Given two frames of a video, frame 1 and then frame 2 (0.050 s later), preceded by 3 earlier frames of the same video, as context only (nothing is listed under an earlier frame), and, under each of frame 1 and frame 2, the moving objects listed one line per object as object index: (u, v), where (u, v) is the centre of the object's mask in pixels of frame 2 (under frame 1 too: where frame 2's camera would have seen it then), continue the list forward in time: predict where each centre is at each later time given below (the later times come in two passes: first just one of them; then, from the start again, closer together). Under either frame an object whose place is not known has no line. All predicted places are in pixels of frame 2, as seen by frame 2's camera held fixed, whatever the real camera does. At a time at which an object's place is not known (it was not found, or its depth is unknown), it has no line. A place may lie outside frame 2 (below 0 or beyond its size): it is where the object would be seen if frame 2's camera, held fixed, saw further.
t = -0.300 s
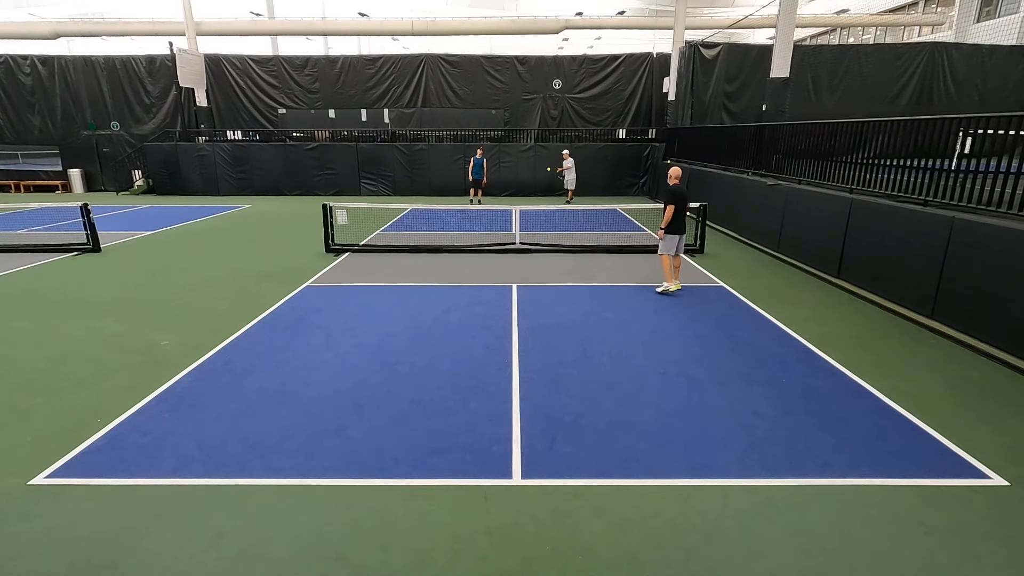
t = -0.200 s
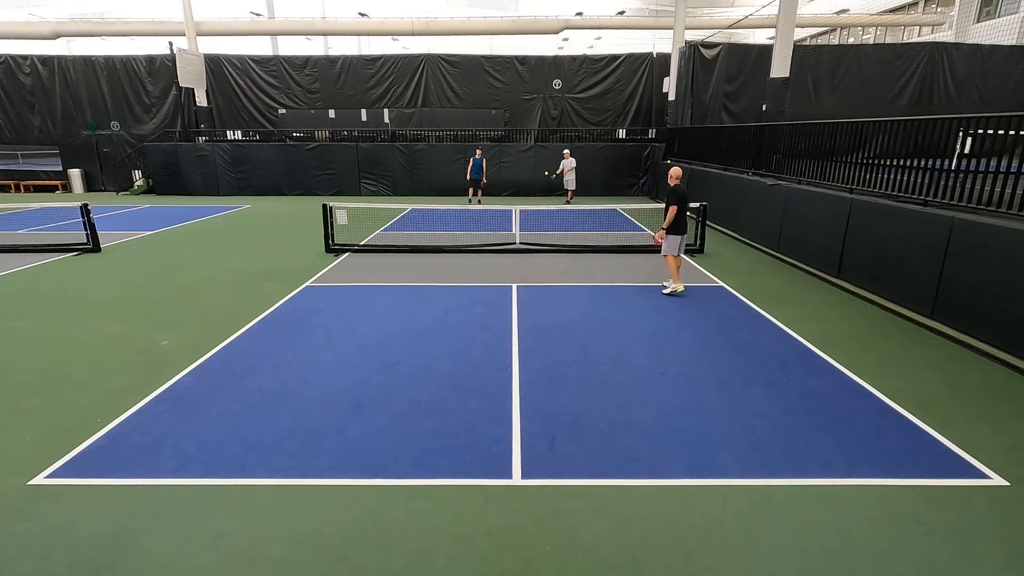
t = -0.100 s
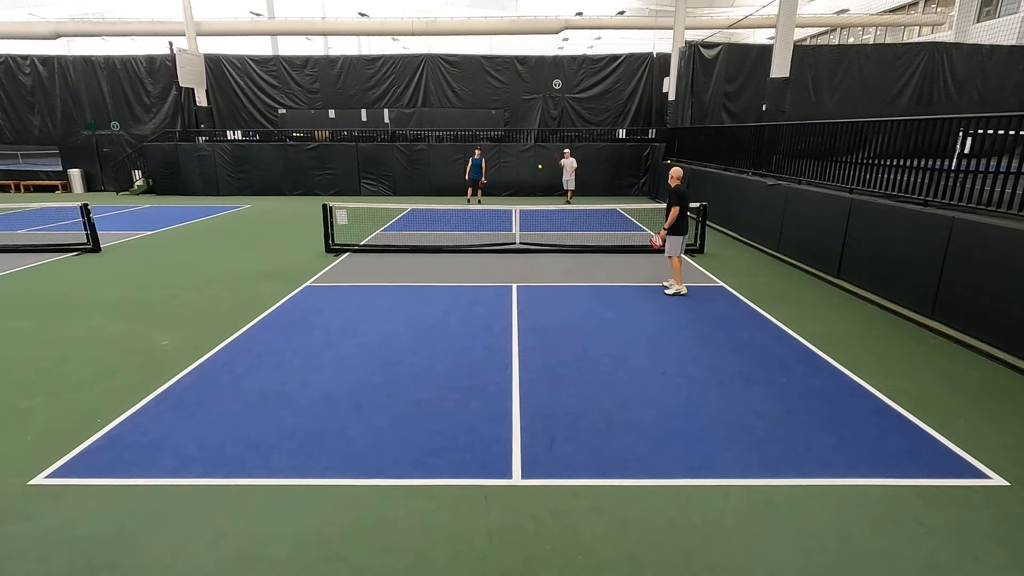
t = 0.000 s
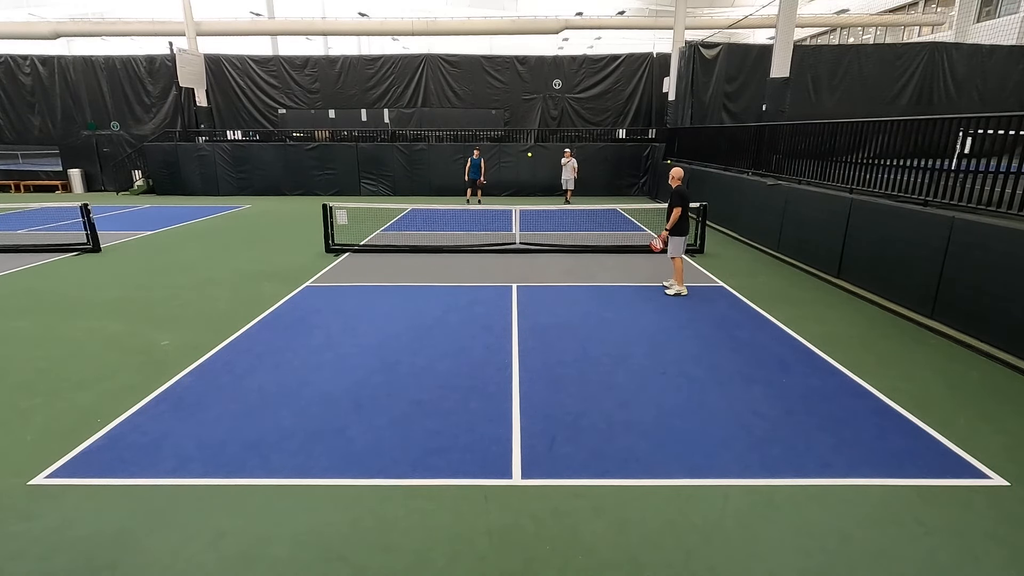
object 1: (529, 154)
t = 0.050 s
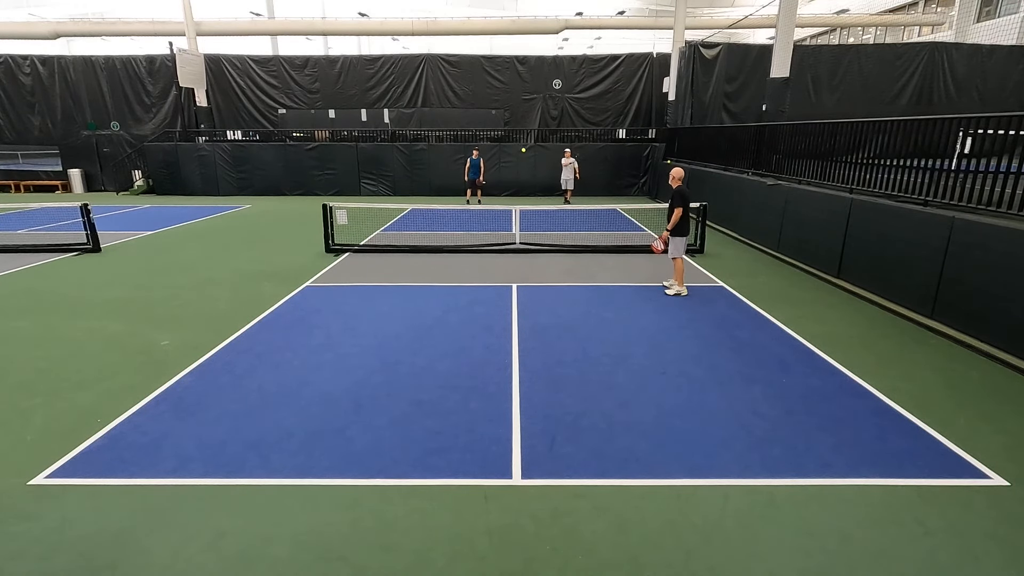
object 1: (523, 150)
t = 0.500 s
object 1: (430, 189)
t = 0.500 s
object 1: (430, 189)
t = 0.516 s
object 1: (425, 195)
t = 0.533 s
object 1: (420, 201)
